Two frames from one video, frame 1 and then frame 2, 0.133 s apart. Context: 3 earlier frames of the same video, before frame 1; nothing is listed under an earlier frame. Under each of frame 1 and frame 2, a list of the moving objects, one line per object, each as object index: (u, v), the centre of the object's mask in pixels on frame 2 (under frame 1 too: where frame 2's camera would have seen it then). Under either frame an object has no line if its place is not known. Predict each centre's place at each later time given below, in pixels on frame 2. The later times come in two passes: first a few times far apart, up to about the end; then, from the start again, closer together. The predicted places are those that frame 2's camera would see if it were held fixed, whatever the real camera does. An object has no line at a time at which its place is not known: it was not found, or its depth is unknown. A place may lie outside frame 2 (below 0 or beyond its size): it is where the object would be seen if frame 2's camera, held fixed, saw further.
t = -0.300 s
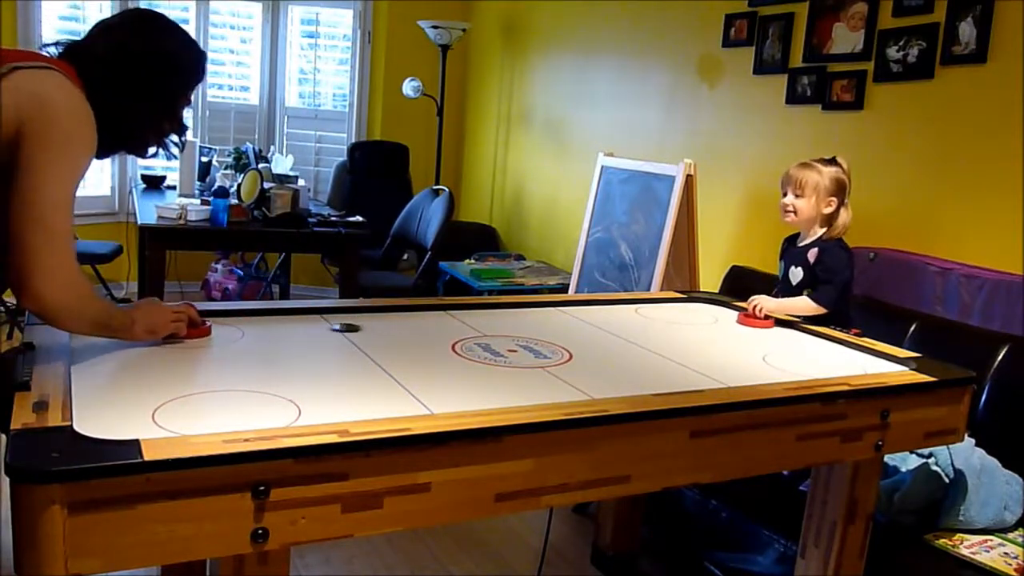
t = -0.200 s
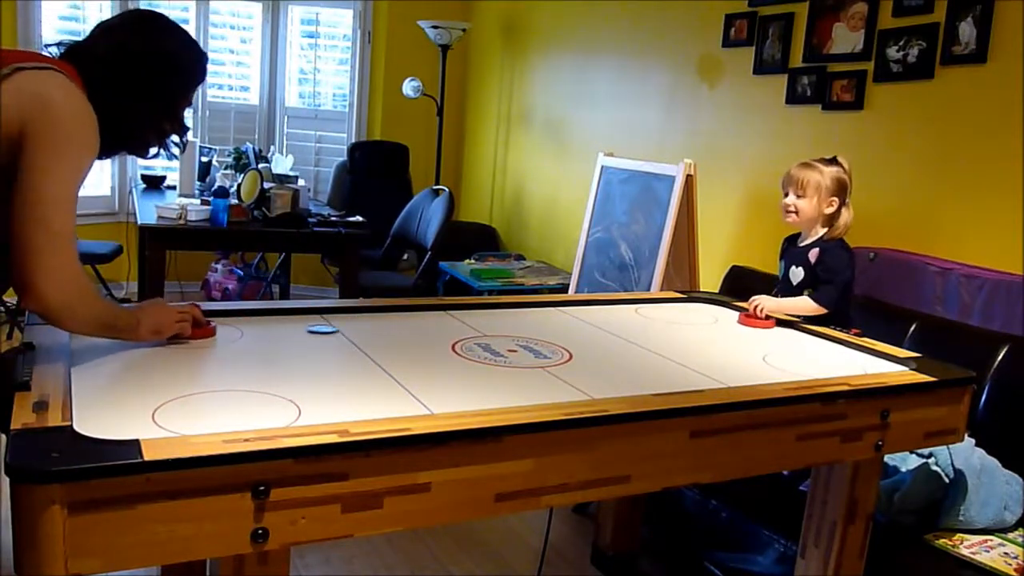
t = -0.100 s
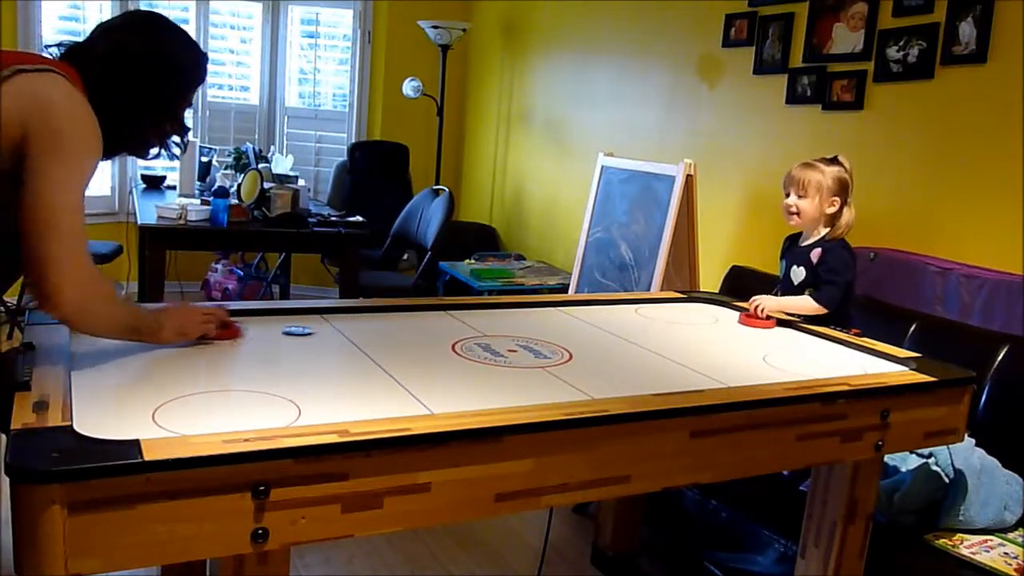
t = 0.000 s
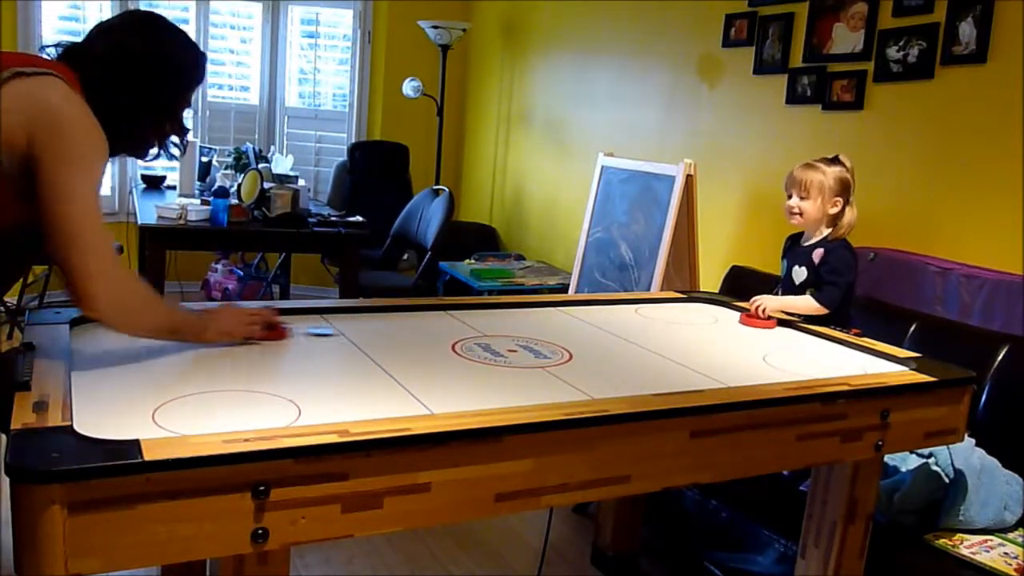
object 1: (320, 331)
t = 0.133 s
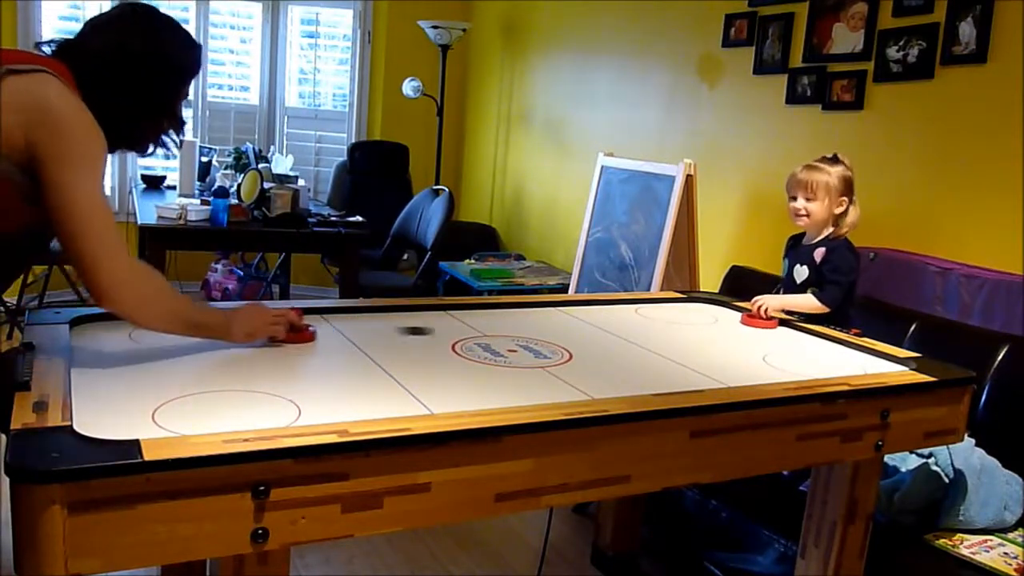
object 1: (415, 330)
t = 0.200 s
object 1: (460, 329)
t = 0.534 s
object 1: (649, 326)
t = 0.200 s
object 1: (460, 329)
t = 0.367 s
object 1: (560, 328)
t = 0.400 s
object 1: (579, 327)
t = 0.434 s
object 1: (598, 328)
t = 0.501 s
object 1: (632, 327)
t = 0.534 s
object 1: (649, 326)
